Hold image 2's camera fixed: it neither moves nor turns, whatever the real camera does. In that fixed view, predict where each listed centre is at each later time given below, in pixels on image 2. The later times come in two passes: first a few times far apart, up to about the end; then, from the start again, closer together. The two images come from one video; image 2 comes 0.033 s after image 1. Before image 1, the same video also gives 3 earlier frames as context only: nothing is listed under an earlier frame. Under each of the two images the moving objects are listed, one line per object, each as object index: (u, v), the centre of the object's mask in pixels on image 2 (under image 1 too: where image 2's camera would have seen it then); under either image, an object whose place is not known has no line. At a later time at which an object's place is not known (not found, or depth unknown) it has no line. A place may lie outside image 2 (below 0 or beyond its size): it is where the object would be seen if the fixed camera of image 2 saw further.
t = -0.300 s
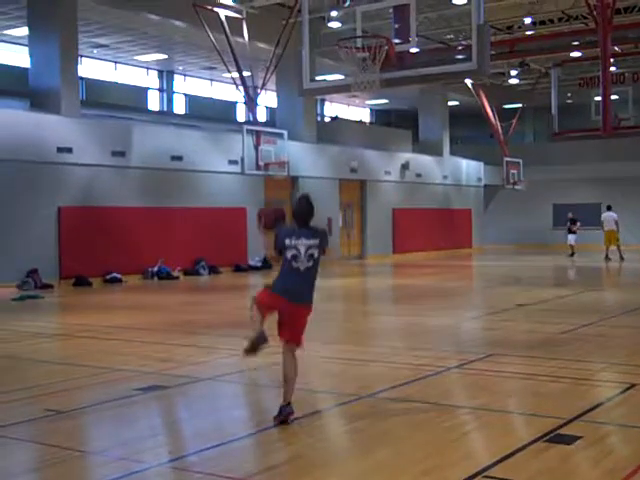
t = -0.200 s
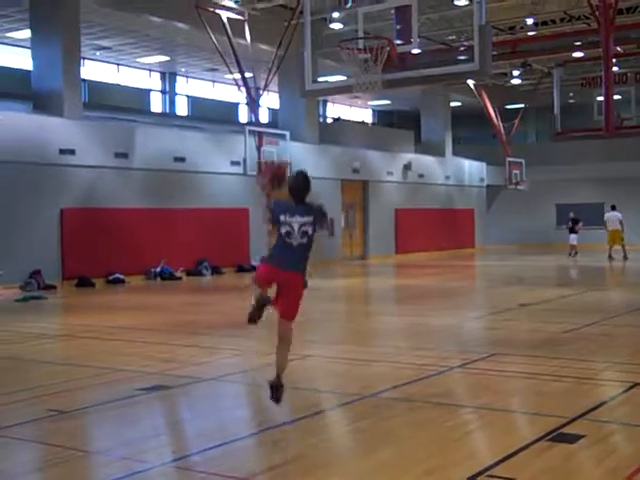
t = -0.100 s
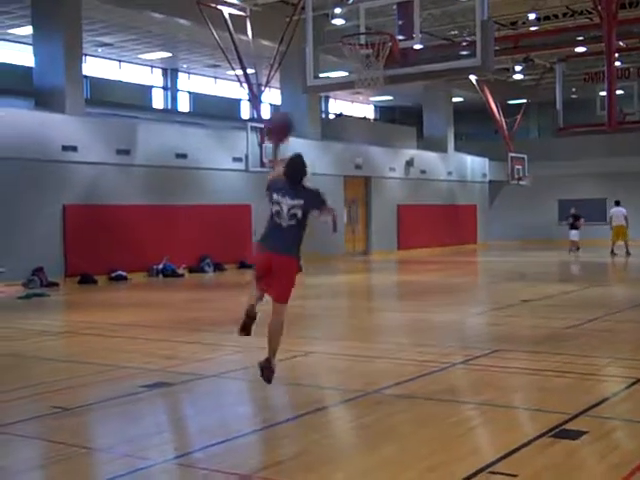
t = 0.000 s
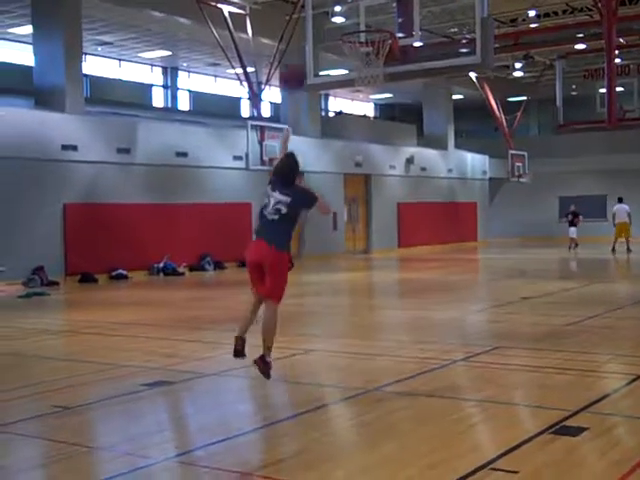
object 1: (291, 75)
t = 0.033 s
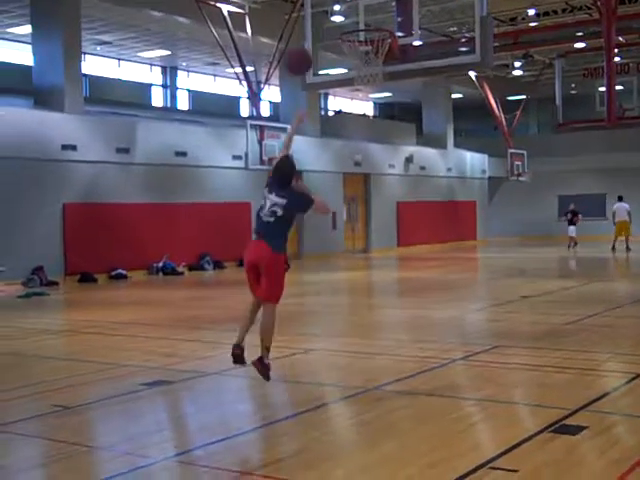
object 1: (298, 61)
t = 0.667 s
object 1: (354, 33)
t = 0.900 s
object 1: (357, 74)
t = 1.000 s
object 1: (363, 92)
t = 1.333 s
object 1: (383, 262)
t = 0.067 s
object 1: (302, 48)
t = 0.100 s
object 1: (309, 38)
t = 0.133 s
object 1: (314, 28)
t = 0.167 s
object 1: (320, 19)
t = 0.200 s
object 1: (325, 15)
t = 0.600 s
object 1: (360, 22)
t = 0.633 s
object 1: (357, 29)
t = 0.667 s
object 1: (354, 33)
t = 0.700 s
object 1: (349, 48)
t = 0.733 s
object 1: (348, 59)
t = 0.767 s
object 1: (352, 65)
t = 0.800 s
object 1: (352, 65)
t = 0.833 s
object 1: (355, 69)
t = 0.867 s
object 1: (356, 69)
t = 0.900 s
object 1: (357, 74)
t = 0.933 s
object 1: (359, 78)
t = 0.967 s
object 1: (361, 86)
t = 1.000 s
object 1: (363, 92)
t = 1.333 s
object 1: (383, 262)
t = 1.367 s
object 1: (385, 288)
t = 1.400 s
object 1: (388, 313)
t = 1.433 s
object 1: (390, 340)
